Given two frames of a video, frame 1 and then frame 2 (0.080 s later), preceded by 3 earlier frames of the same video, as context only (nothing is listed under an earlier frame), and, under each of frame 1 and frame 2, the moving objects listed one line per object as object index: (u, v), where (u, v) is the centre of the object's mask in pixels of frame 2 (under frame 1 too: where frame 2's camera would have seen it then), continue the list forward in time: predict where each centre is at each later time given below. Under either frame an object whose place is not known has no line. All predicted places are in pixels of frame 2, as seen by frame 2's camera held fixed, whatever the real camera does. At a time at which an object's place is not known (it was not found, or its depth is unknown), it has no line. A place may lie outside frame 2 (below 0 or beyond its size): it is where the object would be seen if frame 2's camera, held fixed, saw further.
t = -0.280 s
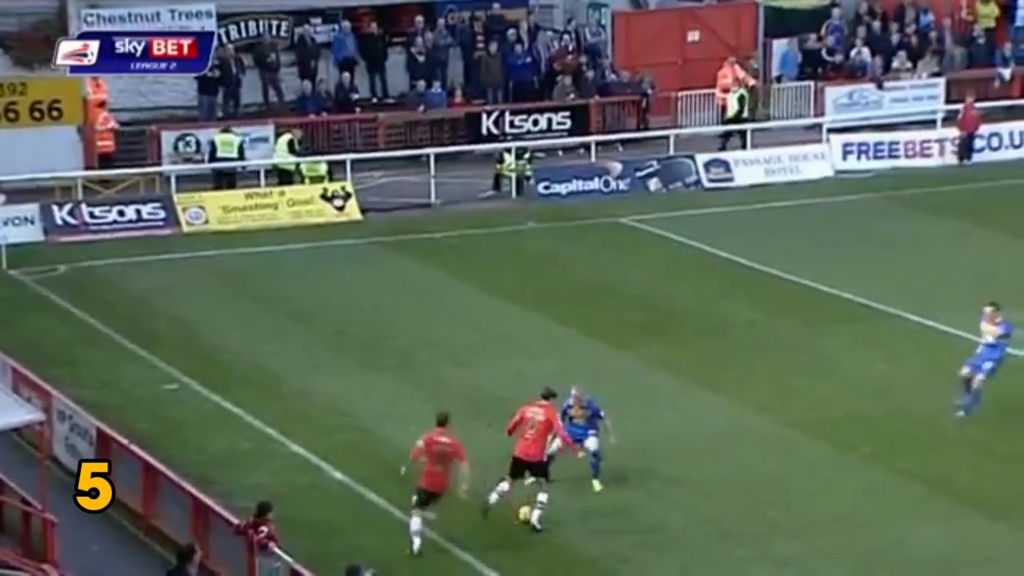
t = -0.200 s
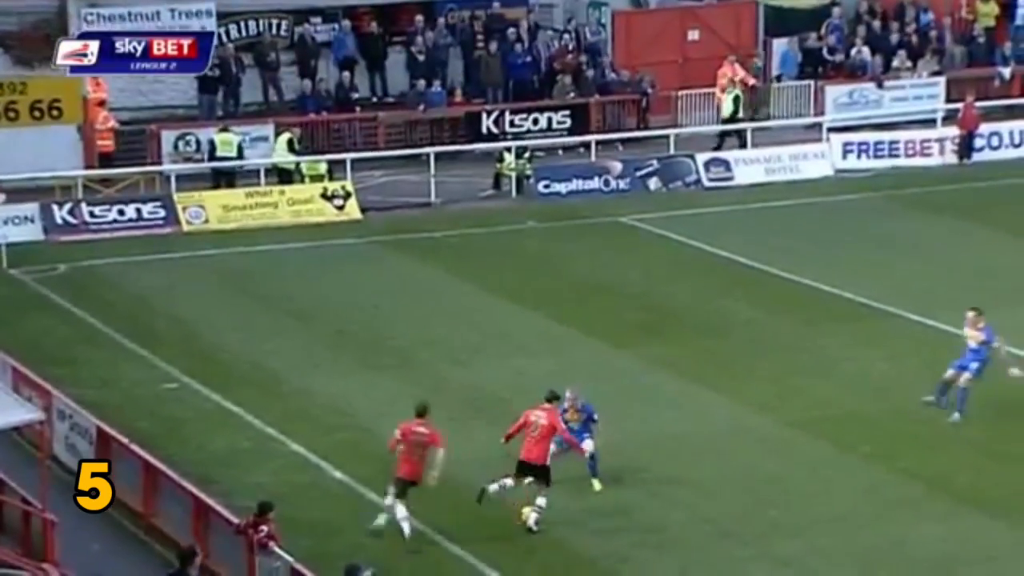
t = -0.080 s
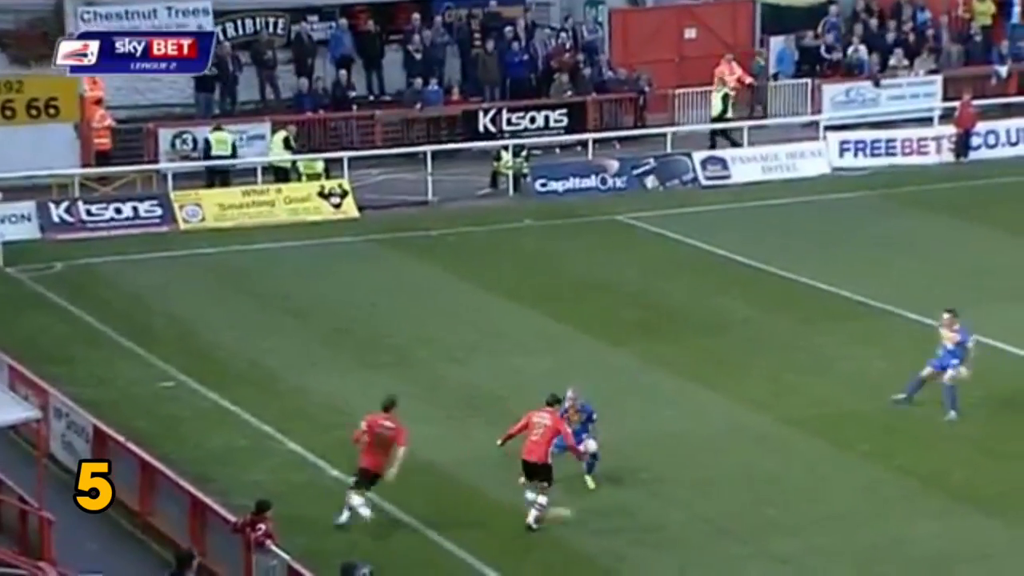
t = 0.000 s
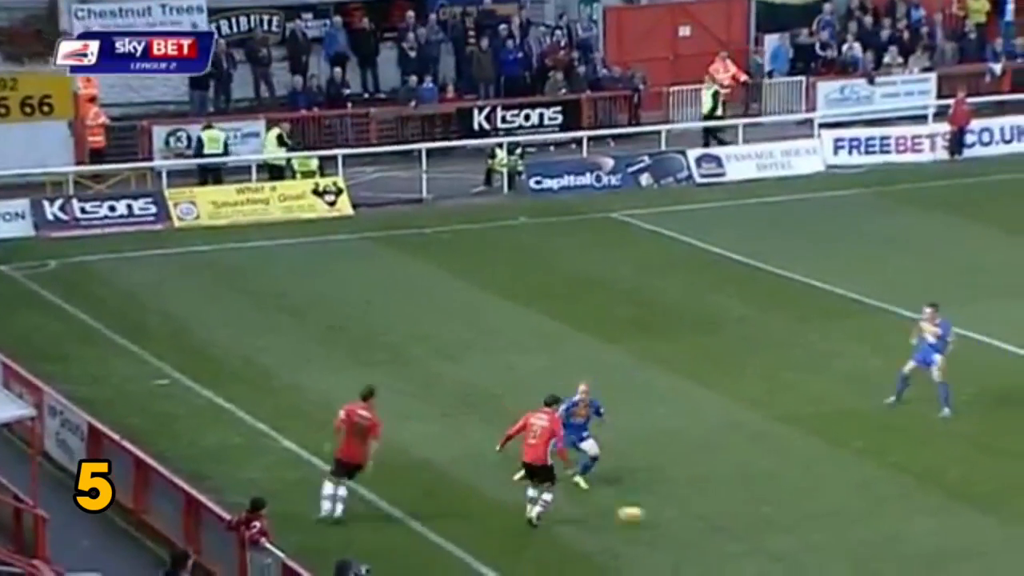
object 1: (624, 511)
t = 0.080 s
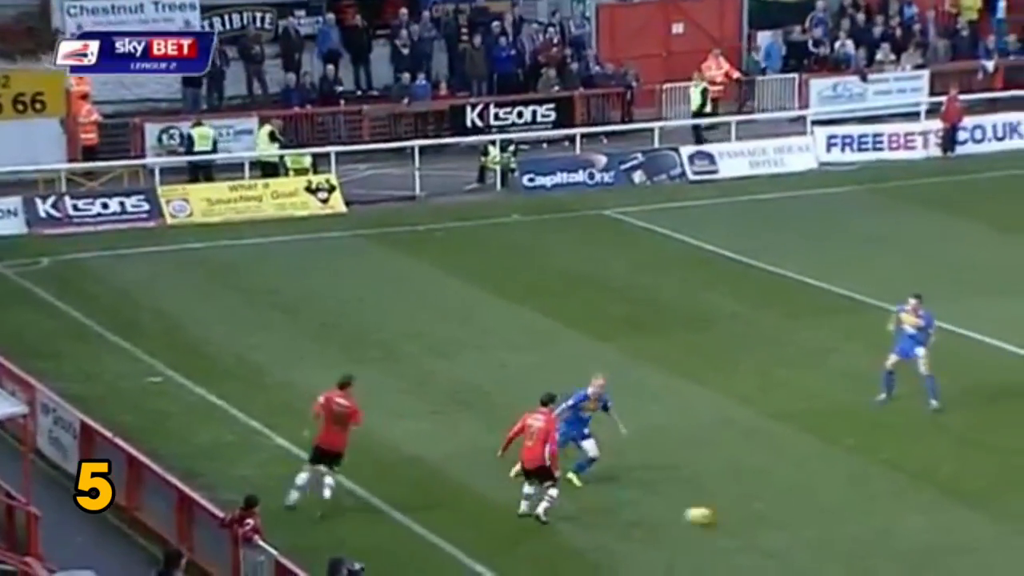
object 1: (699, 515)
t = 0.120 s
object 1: (733, 516)
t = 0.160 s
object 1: (768, 518)
